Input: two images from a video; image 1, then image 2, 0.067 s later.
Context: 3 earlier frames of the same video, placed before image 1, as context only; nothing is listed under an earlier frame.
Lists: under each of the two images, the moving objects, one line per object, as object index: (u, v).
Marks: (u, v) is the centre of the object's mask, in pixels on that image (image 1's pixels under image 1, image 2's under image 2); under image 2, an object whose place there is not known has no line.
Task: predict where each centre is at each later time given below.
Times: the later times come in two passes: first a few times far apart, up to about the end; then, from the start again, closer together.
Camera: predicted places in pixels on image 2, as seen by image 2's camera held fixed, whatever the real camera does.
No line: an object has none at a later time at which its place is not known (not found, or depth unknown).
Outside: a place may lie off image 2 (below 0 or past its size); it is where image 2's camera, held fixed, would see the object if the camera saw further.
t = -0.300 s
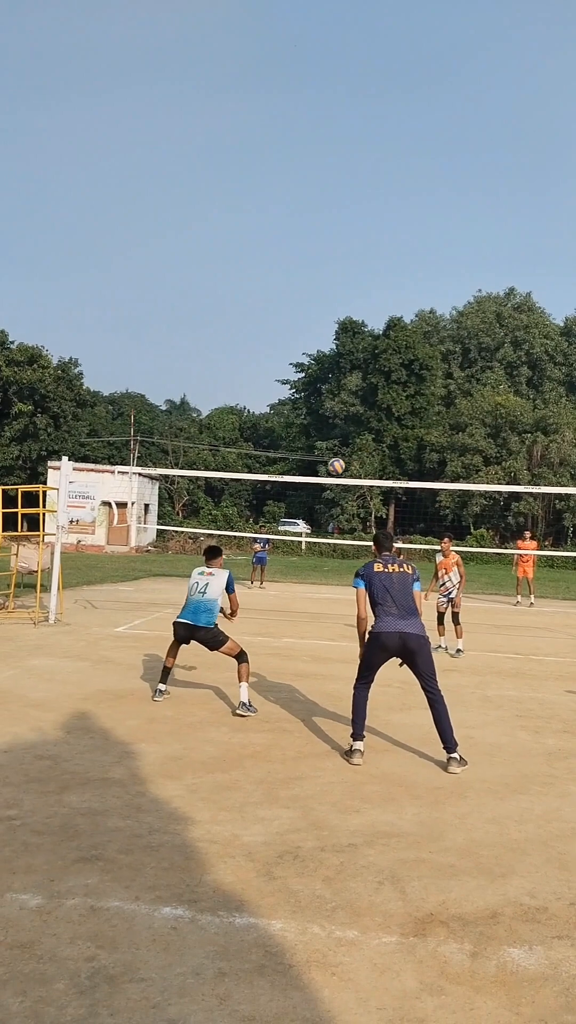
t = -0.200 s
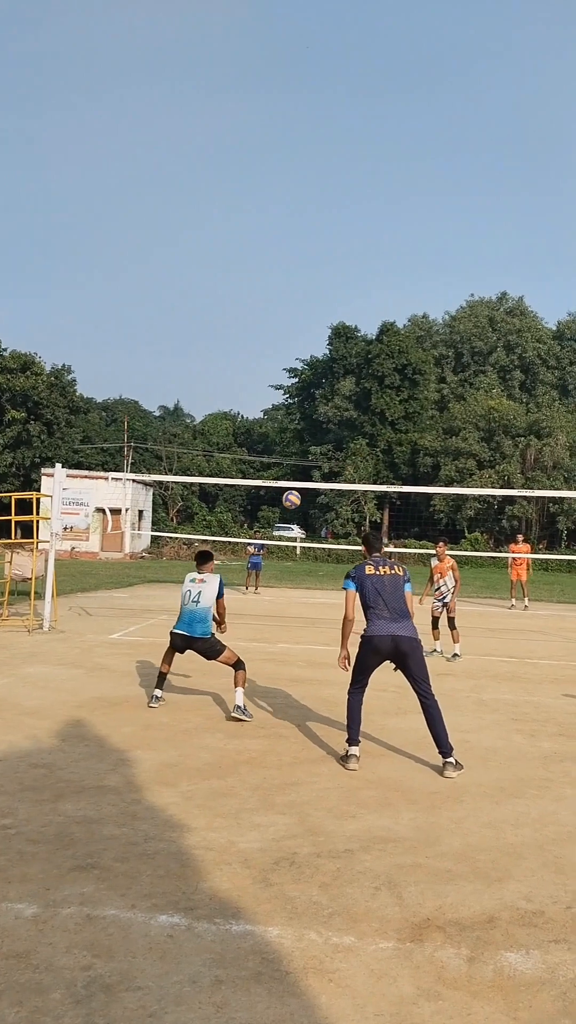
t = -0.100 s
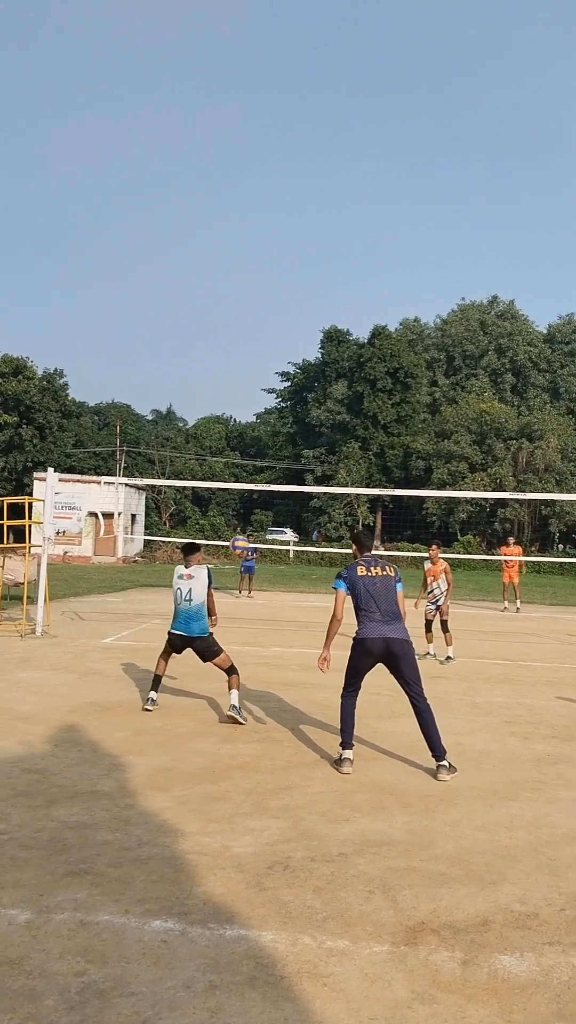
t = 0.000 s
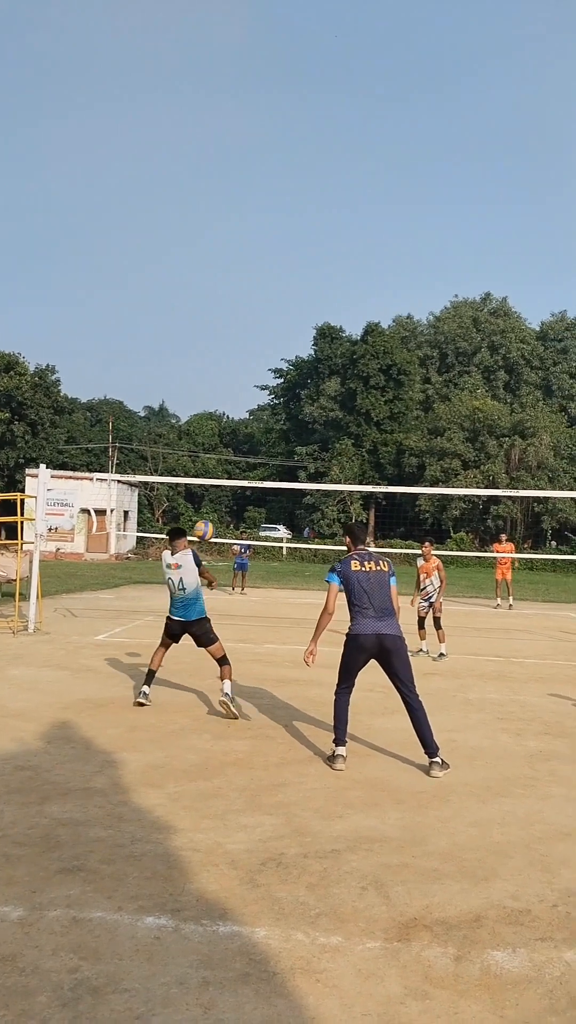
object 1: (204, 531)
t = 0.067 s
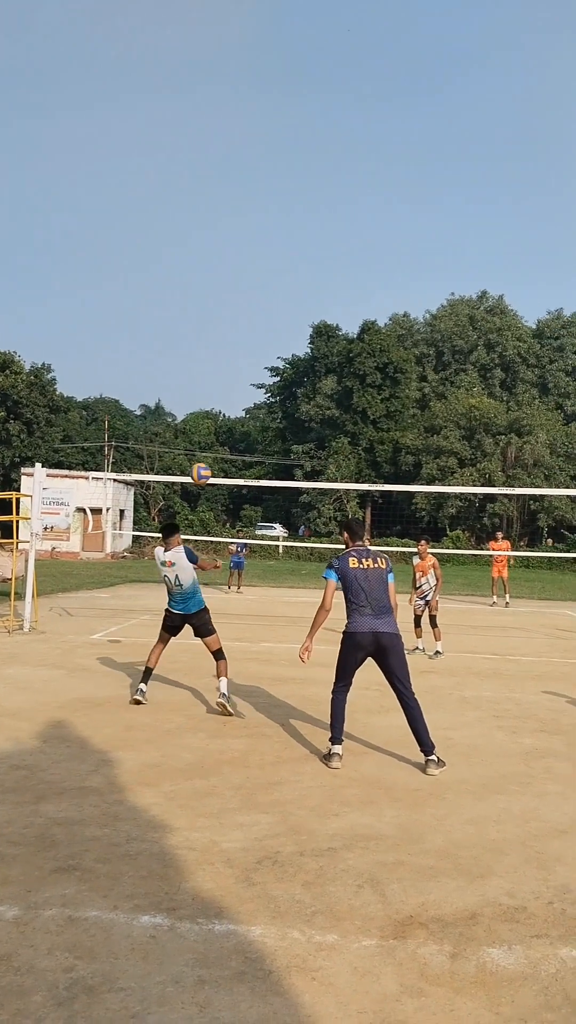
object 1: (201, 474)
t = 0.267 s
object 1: (198, 341)
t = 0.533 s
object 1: (190, 235)
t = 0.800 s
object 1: (178, 201)
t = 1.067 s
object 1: (166, 227)
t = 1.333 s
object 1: (155, 305)
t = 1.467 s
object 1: (149, 361)
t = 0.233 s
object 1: (199, 360)
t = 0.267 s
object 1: (198, 341)
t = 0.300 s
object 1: (197, 323)
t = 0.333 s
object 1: (196, 307)
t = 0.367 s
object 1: (195, 293)
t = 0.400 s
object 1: (194, 278)
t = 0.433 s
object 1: (194, 266)
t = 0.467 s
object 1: (192, 255)
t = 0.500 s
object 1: (191, 244)
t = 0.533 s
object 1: (190, 235)
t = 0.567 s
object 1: (188, 227)
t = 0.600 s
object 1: (186, 221)
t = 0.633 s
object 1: (185, 215)
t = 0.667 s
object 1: (184, 210)
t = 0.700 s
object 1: (182, 206)
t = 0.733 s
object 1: (180, 203)
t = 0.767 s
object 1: (179, 201)
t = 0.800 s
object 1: (178, 201)
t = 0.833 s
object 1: (176, 201)
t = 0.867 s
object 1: (175, 202)
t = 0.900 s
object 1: (174, 204)
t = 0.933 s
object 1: (172, 206)
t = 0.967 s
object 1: (171, 210)
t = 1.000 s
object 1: (169, 215)
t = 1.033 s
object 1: (167, 221)
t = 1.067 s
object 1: (166, 227)
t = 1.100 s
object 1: (165, 234)
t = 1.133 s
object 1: (163, 241)
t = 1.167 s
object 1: (161, 250)
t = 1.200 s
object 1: (160, 259)
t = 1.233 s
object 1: (159, 270)
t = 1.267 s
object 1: (157, 281)
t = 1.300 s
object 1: (156, 293)
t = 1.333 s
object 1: (155, 305)
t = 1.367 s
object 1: (153, 318)
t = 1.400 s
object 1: (152, 331)
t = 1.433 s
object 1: (151, 346)
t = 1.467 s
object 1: (149, 361)
